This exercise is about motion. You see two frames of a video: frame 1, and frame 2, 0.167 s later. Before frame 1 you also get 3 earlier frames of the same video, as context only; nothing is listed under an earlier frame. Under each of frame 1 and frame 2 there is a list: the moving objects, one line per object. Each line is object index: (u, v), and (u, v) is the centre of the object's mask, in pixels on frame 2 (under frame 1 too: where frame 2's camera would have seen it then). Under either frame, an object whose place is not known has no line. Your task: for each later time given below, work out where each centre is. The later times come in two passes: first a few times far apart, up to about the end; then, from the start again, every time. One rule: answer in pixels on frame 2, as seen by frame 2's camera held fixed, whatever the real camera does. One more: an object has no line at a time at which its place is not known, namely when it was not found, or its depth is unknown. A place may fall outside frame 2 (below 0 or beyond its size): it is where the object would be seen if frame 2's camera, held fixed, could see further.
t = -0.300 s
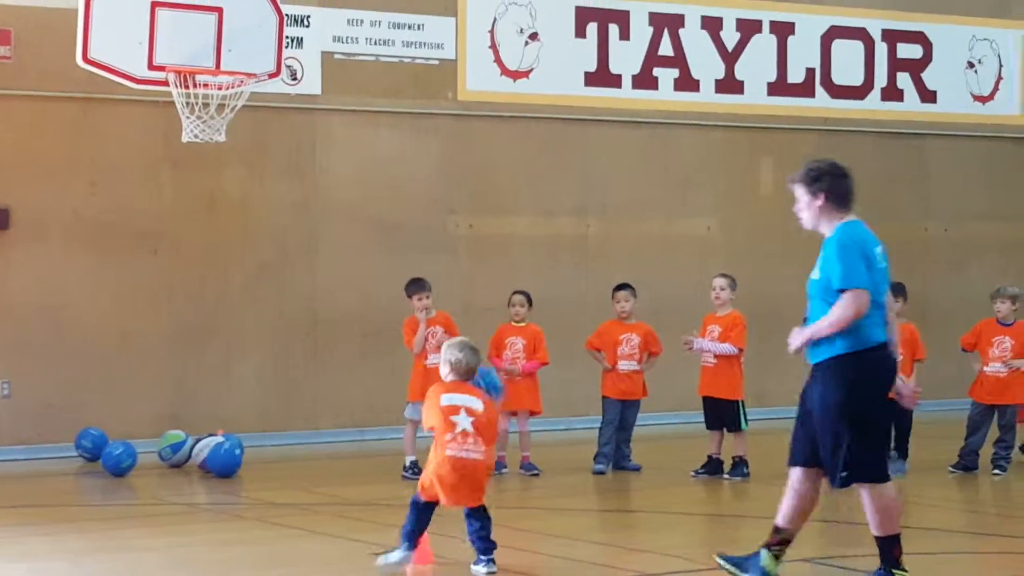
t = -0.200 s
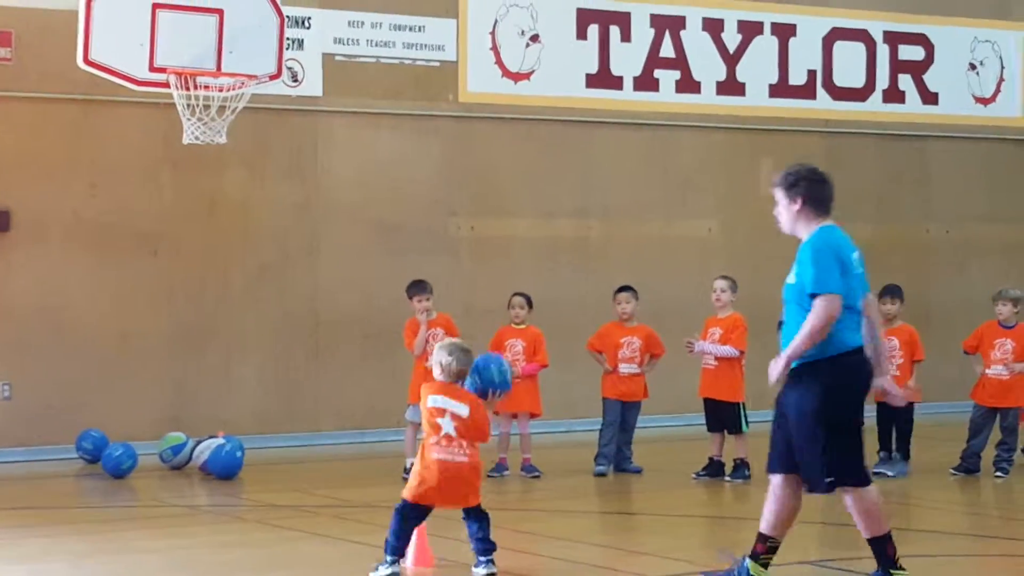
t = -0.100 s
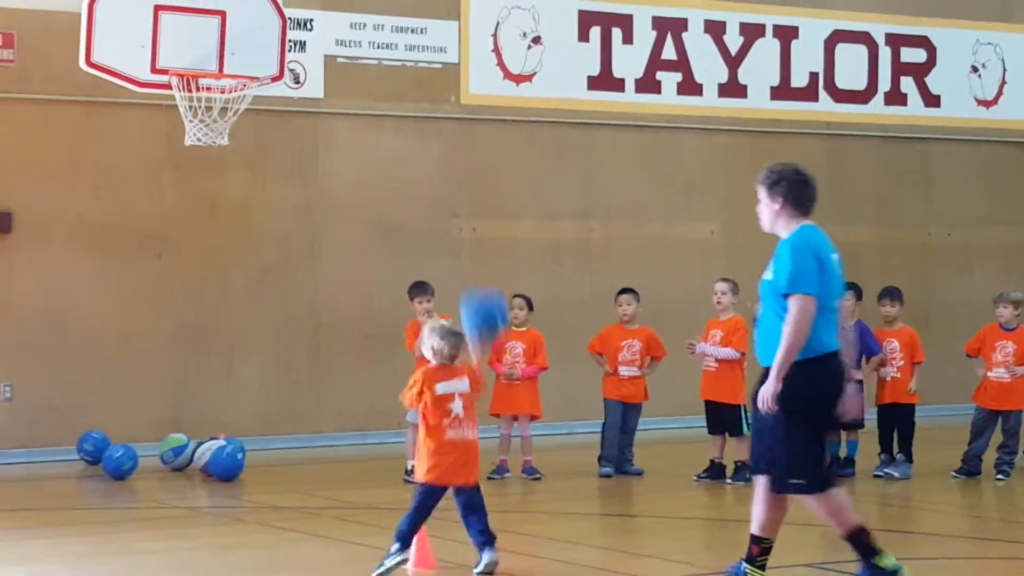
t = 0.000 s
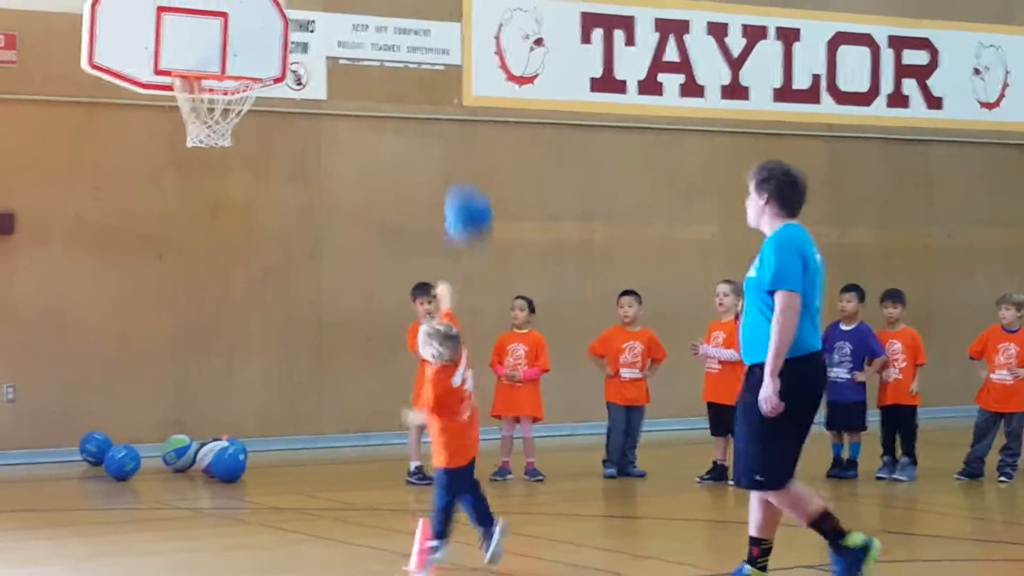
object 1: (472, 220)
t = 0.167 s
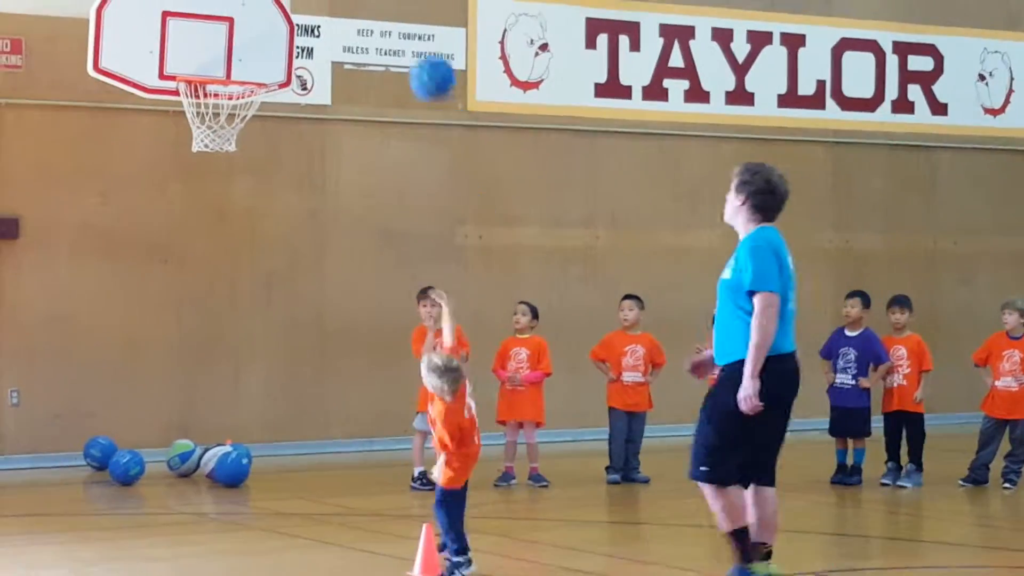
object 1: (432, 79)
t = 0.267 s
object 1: (412, 39)
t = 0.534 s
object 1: (361, 38)
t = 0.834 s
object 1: (308, 191)
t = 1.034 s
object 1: (276, 367)
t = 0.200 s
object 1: (425, 64)
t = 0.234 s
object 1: (419, 50)
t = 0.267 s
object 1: (412, 39)
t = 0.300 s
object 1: (405, 31)
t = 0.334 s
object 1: (399, 26)
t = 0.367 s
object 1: (393, 23)
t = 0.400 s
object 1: (387, 21)
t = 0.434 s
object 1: (380, 22)
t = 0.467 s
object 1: (374, 25)
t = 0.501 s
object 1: (368, 31)
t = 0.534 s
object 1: (361, 38)
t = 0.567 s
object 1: (355, 46)
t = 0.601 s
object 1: (349, 59)
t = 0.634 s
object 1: (344, 73)
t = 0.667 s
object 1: (338, 86)
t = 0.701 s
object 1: (333, 104)
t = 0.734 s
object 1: (326, 123)
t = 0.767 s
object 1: (320, 143)
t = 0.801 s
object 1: (314, 165)
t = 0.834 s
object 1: (308, 191)
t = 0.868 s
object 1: (304, 215)
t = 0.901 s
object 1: (298, 243)
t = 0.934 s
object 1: (293, 271)
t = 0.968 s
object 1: (286, 302)
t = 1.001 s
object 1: (280, 333)
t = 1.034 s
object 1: (276, 367)
